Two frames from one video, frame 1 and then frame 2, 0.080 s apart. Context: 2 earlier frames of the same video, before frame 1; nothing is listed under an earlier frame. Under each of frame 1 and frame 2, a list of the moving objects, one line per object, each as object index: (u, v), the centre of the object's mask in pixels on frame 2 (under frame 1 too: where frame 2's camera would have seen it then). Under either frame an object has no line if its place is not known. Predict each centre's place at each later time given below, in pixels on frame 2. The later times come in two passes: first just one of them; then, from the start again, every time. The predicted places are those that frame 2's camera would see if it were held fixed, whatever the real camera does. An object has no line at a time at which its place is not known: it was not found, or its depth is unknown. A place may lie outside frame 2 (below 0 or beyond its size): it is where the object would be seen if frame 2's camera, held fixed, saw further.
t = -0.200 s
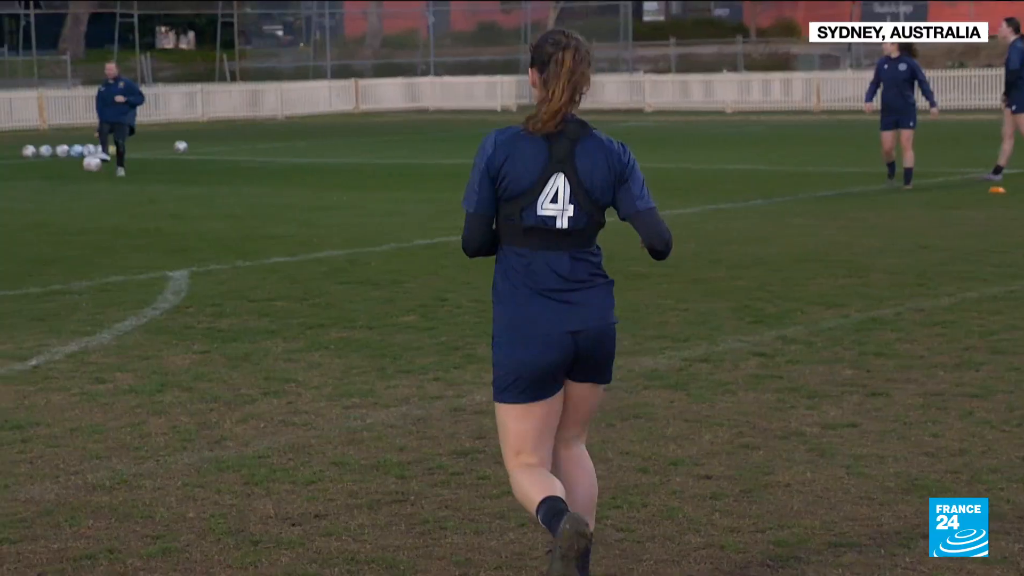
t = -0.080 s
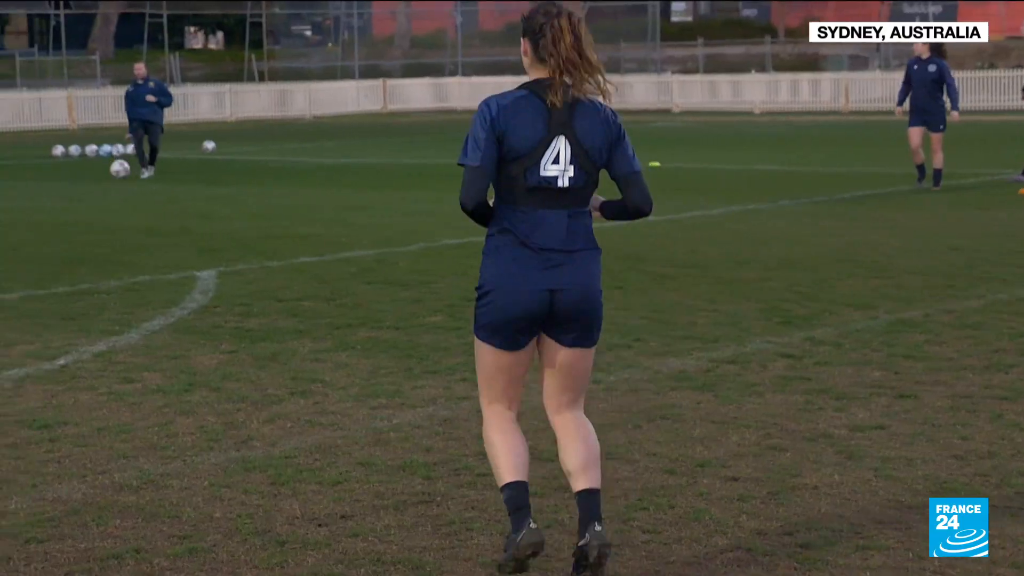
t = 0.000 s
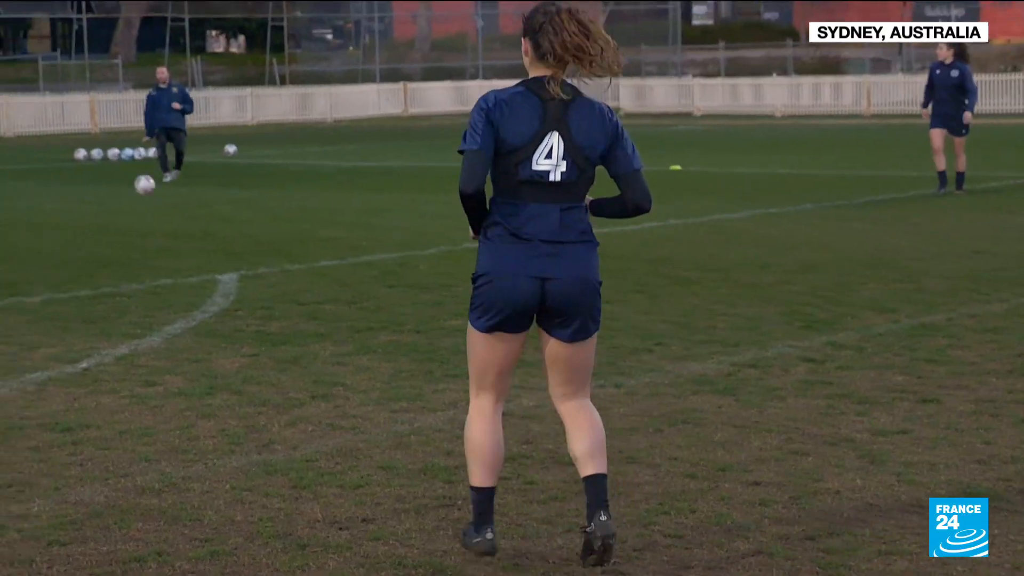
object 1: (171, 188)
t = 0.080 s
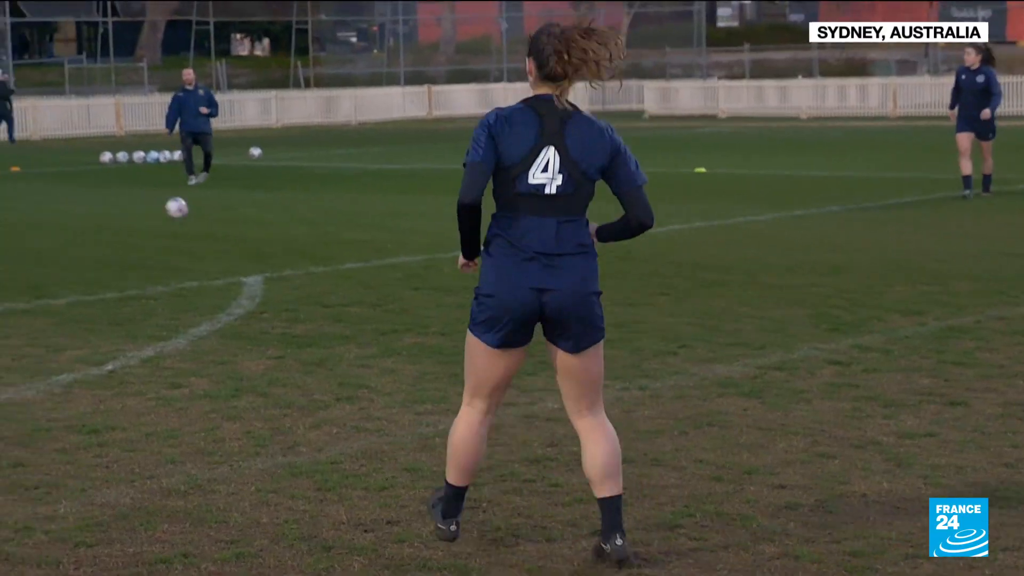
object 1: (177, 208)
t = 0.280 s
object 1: (205, 209)
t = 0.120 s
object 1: (181, 210)
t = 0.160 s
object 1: (186, 207)
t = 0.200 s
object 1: (191, 205)
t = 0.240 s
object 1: (198, 206)
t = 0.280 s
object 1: (205, 209)
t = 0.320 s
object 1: (212, 214)
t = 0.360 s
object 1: (220, 223)
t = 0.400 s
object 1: (230, 236)
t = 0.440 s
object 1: (240, 251)
